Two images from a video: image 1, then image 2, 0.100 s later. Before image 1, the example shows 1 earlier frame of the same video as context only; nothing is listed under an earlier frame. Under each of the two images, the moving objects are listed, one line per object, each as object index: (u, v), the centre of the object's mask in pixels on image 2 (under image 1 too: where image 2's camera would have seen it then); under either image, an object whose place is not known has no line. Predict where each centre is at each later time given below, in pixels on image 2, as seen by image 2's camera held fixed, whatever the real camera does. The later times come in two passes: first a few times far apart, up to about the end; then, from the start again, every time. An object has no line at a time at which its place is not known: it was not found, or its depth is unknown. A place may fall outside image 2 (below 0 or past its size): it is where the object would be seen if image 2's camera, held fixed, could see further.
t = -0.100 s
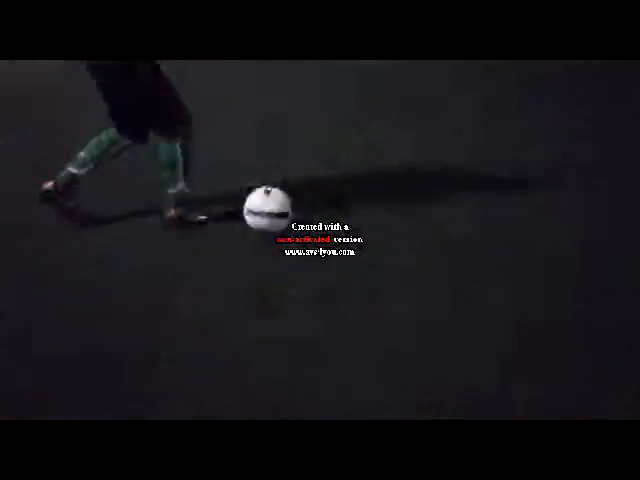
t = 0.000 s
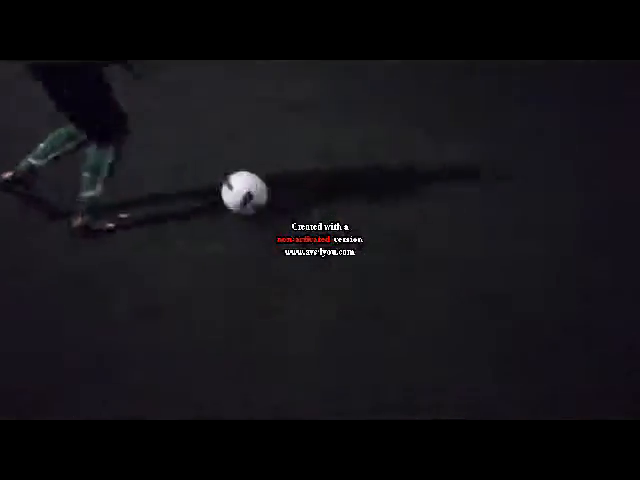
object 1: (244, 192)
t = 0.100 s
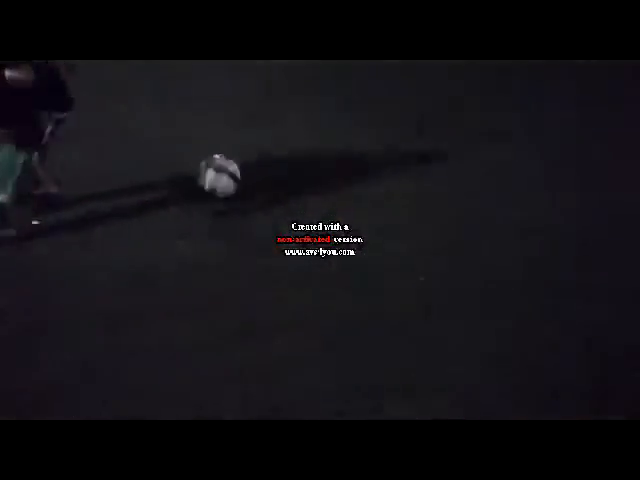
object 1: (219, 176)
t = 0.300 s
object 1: (192, 146)
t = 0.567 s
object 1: (80, 123)
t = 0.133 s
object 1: (214, 170)
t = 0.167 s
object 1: (215, 166)
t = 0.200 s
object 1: (216, 165)
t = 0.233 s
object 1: (214, 158)
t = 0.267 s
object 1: (204, 151)
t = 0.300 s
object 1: (192, 146)
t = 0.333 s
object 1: (186, 141)
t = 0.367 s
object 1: (177, 136)
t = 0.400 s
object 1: (163, 130)
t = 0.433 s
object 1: (152, 122)
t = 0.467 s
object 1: (139, 120)
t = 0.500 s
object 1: (121, 119)
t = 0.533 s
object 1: (100, 118)
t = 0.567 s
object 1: (80, 123)
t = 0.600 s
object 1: (58, 135)
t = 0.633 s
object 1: (43, 132)
